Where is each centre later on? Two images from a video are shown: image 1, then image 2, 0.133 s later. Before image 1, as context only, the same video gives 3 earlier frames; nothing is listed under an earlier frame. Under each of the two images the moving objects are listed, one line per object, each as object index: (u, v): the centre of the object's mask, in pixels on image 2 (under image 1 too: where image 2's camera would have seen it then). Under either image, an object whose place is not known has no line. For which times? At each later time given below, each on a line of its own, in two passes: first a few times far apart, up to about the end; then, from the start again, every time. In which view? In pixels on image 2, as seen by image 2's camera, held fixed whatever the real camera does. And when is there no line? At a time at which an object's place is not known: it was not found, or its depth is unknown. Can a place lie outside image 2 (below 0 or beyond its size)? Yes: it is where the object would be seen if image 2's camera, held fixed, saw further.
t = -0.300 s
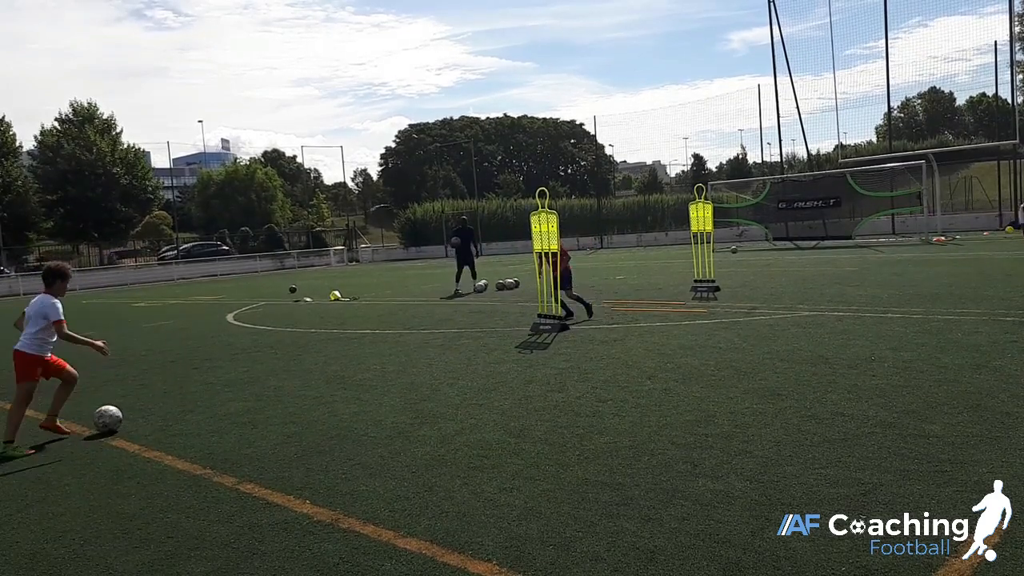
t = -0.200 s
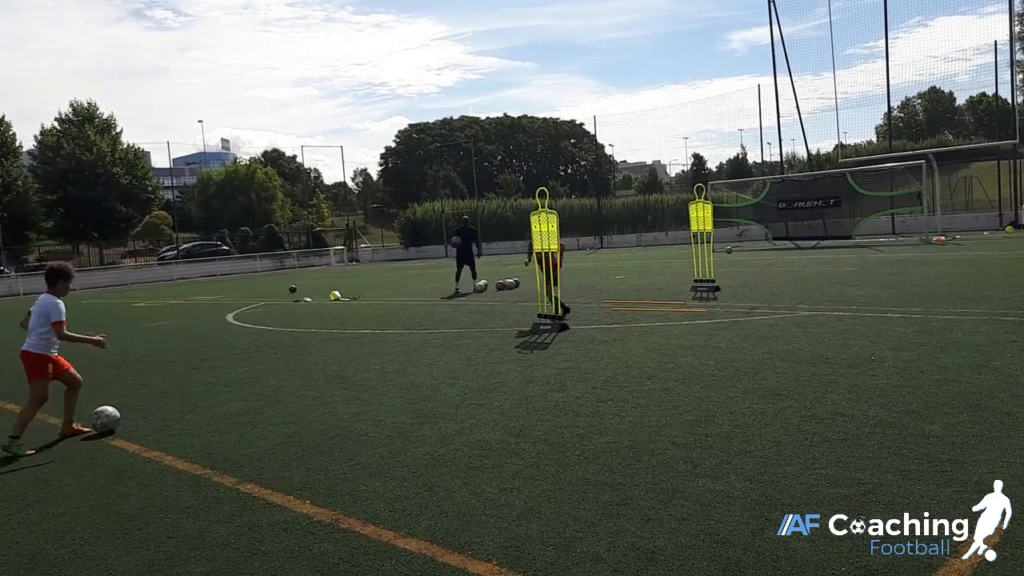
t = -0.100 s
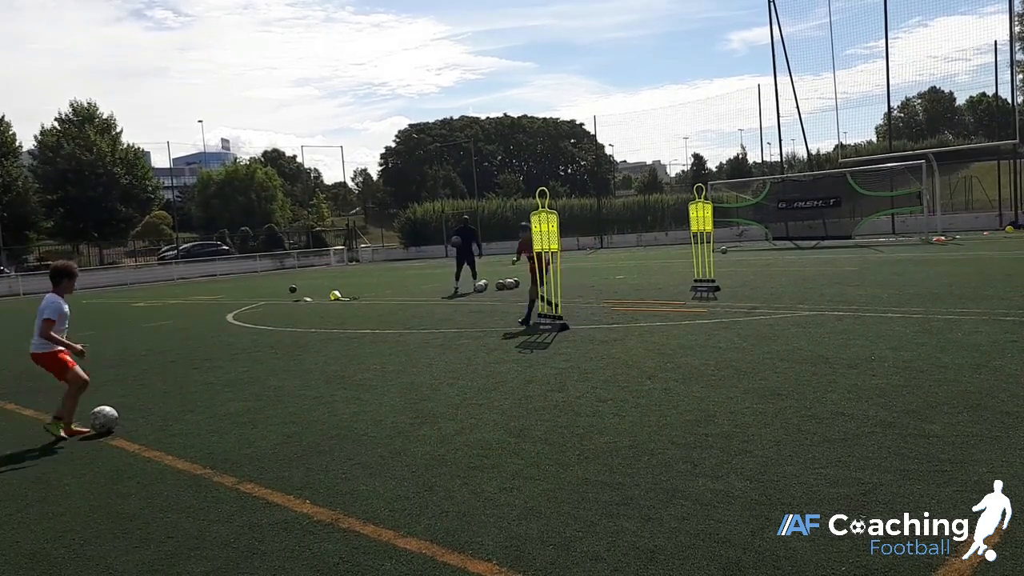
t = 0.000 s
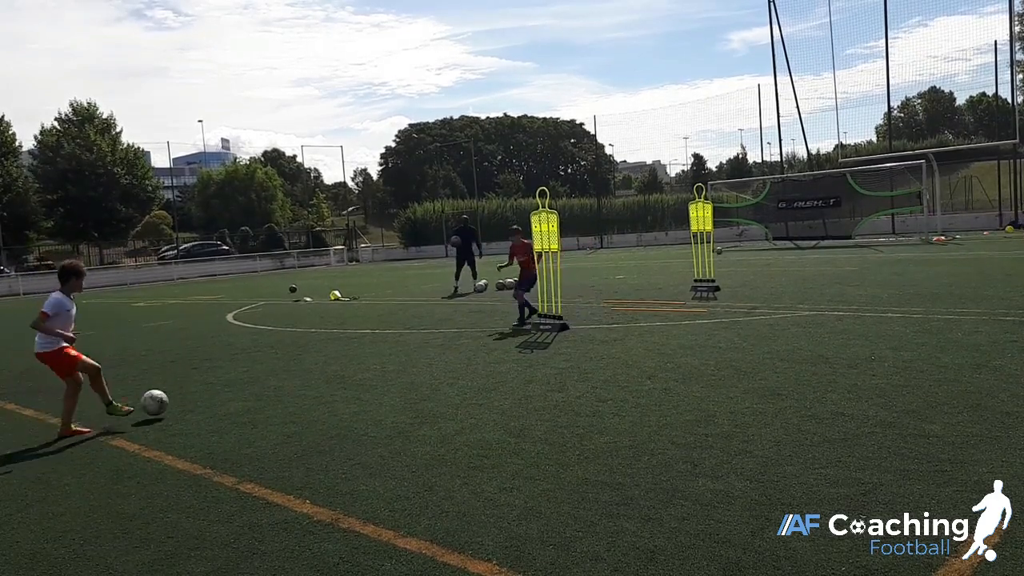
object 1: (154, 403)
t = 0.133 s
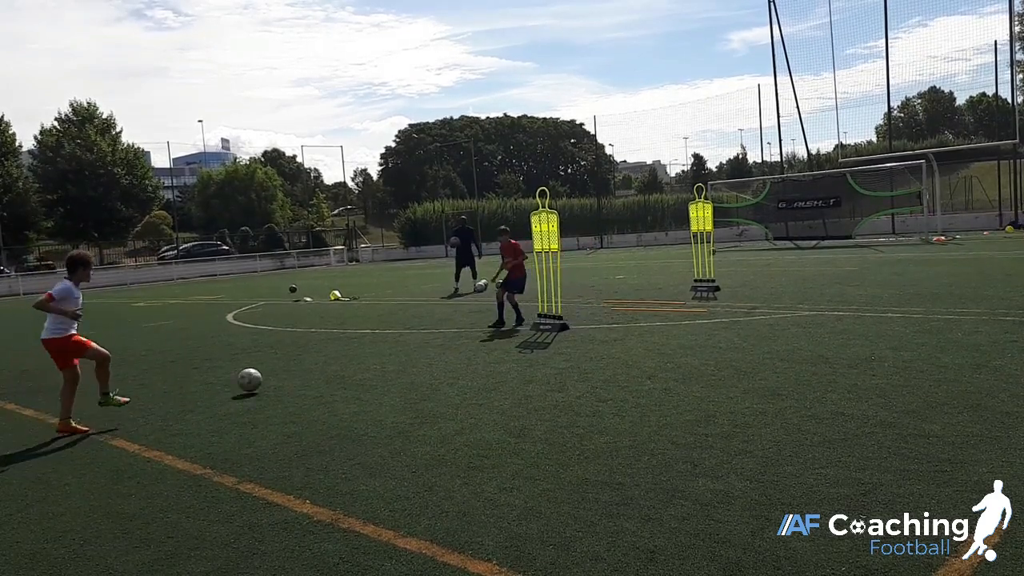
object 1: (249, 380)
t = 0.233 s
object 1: (301, 364)
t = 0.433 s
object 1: (376, 347)
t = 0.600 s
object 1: (421, 338)
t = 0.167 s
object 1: (270, 377)
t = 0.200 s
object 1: (286, 370)
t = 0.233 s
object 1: (301, 364)
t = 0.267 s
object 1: (315, 360)
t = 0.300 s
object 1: (328, 356)
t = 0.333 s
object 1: (341, 354)
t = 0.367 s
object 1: (354, 353)
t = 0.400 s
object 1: (366, 351)
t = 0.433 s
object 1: (376, 347)
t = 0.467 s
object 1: (385, 342)
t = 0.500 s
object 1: (395, 340)
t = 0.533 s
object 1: (404, 338)
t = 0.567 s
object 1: (412, 338)
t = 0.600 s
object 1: (421, 338)
